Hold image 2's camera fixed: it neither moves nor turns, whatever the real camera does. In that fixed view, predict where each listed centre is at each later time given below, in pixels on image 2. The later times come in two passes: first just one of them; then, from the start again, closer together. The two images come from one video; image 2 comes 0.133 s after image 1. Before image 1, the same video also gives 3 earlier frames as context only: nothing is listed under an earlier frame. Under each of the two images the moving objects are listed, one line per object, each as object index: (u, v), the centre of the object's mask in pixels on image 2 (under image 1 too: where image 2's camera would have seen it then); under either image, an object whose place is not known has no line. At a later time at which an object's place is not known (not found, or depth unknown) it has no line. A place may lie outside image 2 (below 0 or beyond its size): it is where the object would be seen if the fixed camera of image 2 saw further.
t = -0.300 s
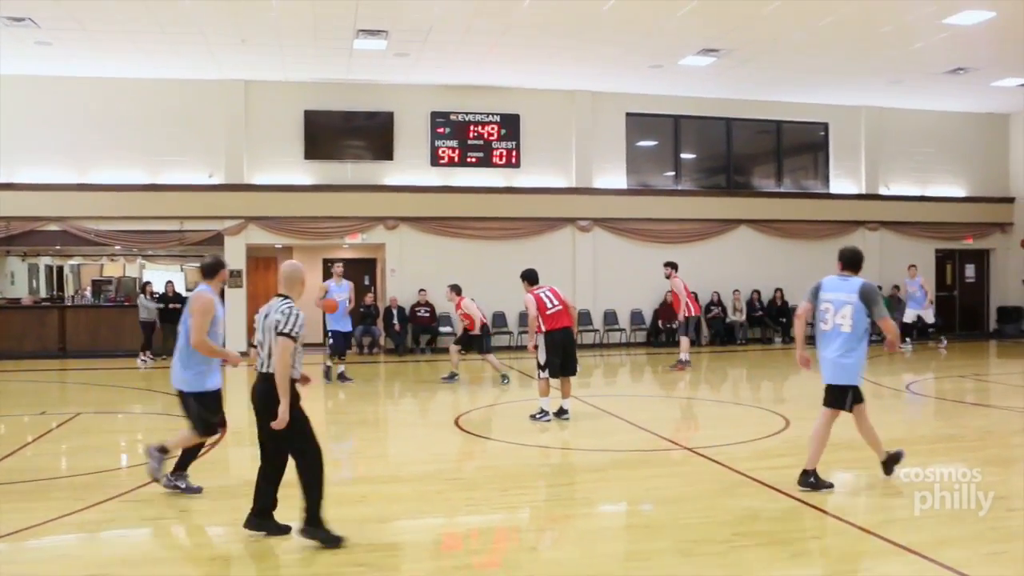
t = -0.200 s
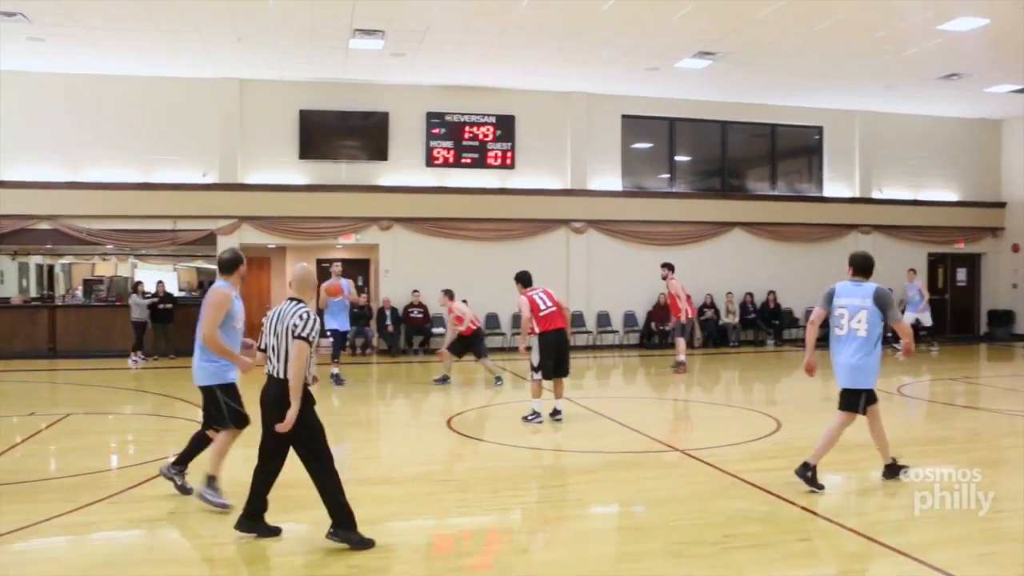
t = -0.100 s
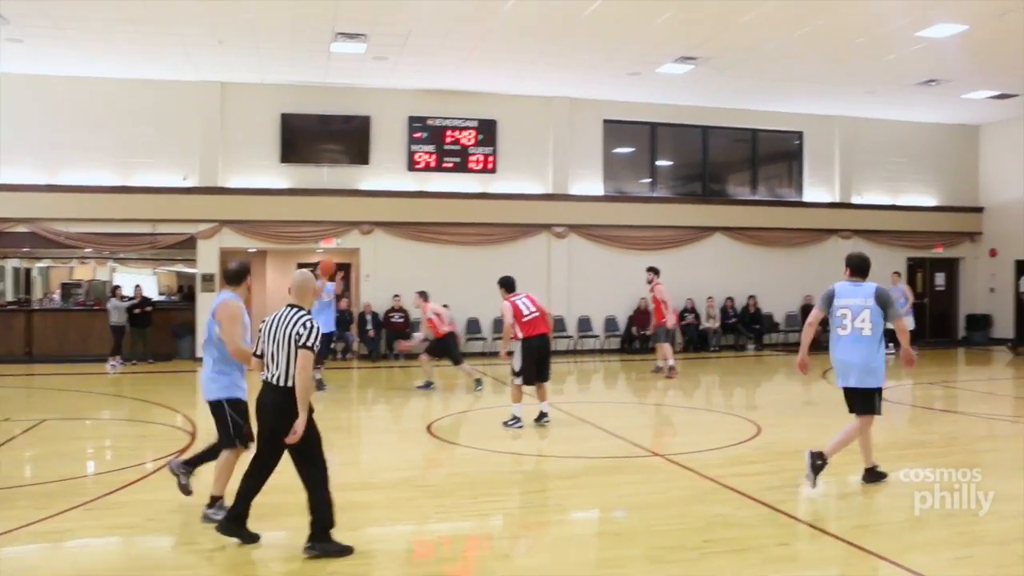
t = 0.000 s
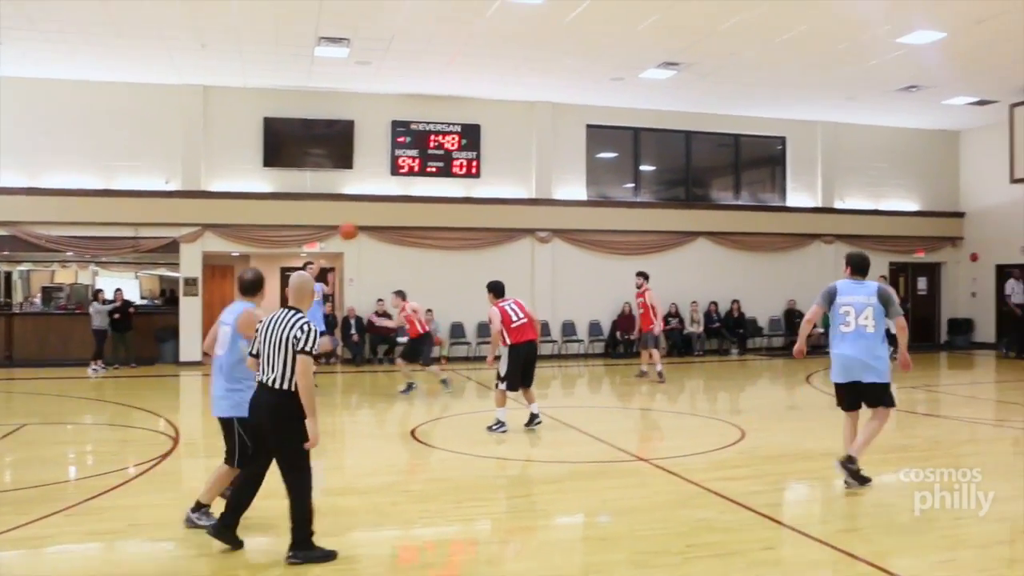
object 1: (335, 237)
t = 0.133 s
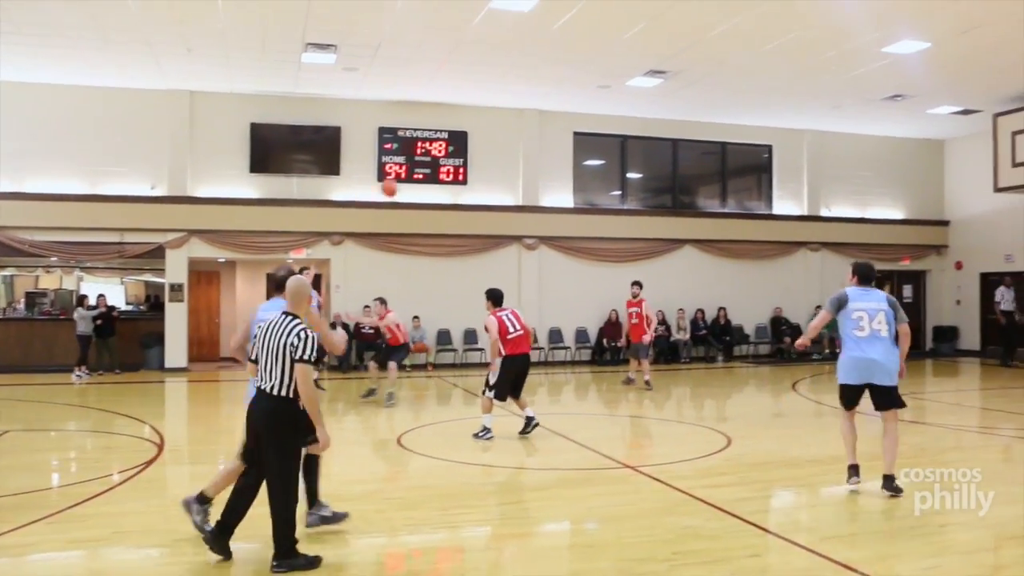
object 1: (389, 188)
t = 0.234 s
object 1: (432, 159)
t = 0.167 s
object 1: (403, 177)
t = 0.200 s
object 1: (418, 166)
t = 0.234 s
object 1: (432, 159)
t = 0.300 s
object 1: (463, 142)
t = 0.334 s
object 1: (482, 134)
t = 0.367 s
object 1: (500, 127)
